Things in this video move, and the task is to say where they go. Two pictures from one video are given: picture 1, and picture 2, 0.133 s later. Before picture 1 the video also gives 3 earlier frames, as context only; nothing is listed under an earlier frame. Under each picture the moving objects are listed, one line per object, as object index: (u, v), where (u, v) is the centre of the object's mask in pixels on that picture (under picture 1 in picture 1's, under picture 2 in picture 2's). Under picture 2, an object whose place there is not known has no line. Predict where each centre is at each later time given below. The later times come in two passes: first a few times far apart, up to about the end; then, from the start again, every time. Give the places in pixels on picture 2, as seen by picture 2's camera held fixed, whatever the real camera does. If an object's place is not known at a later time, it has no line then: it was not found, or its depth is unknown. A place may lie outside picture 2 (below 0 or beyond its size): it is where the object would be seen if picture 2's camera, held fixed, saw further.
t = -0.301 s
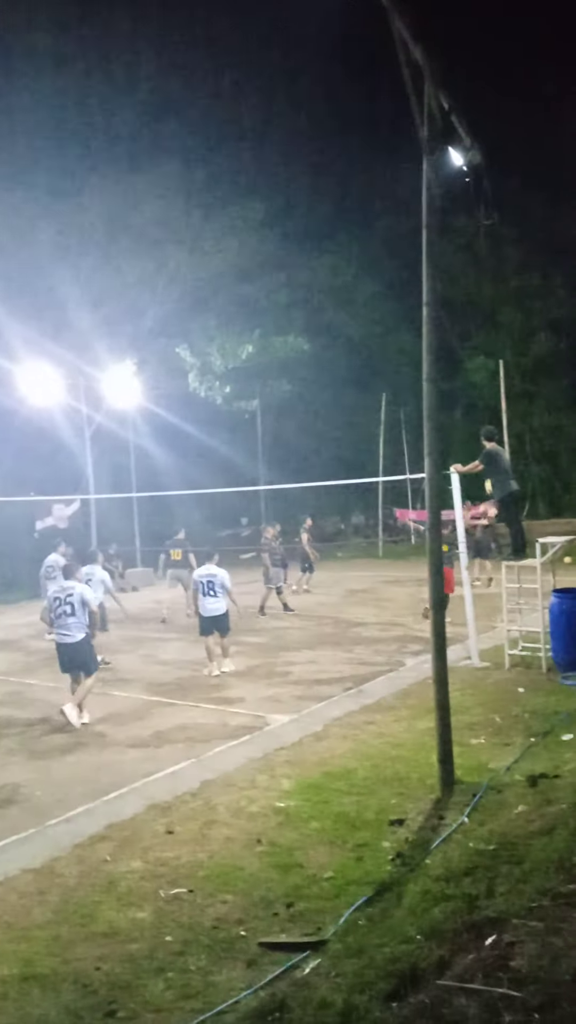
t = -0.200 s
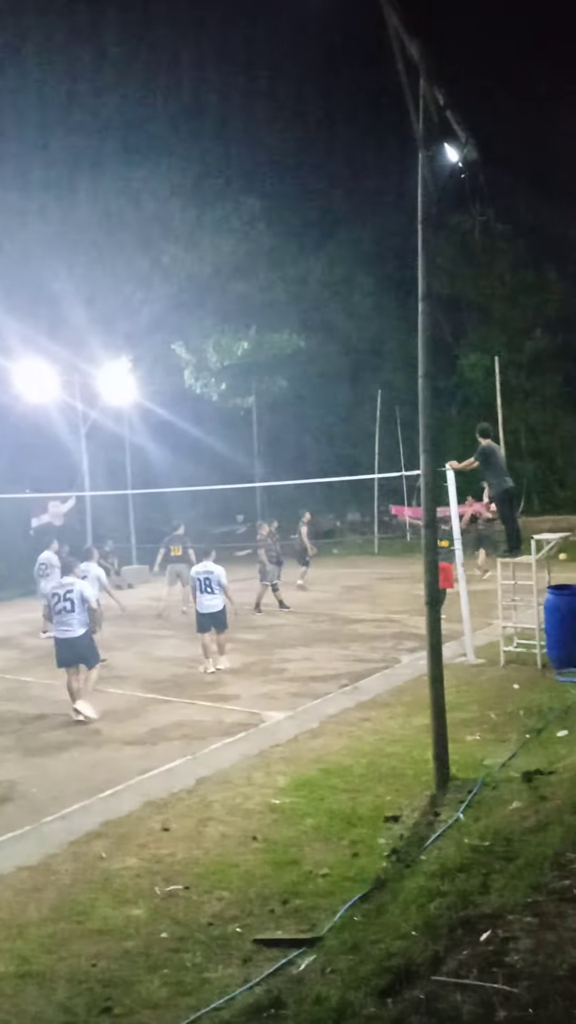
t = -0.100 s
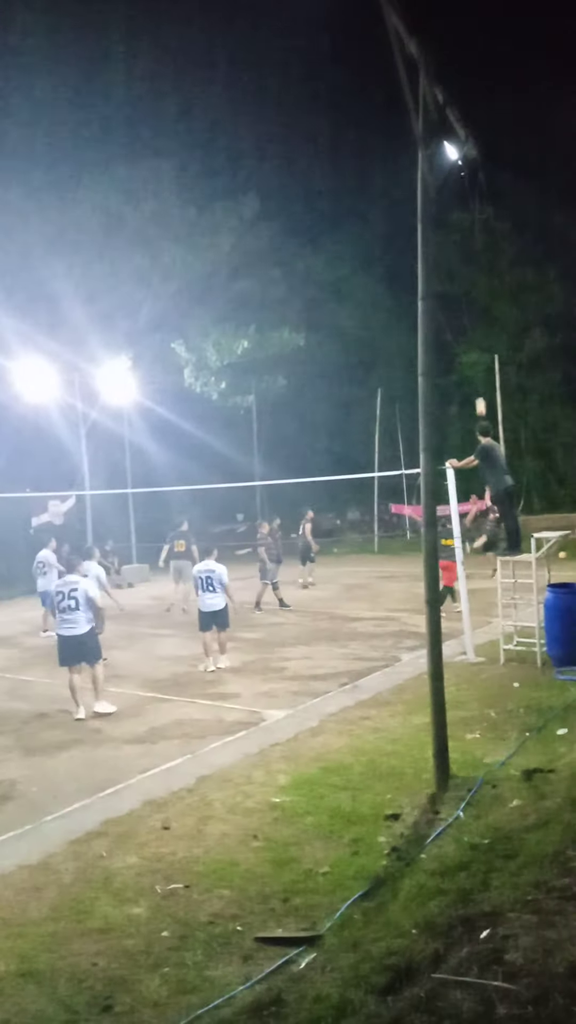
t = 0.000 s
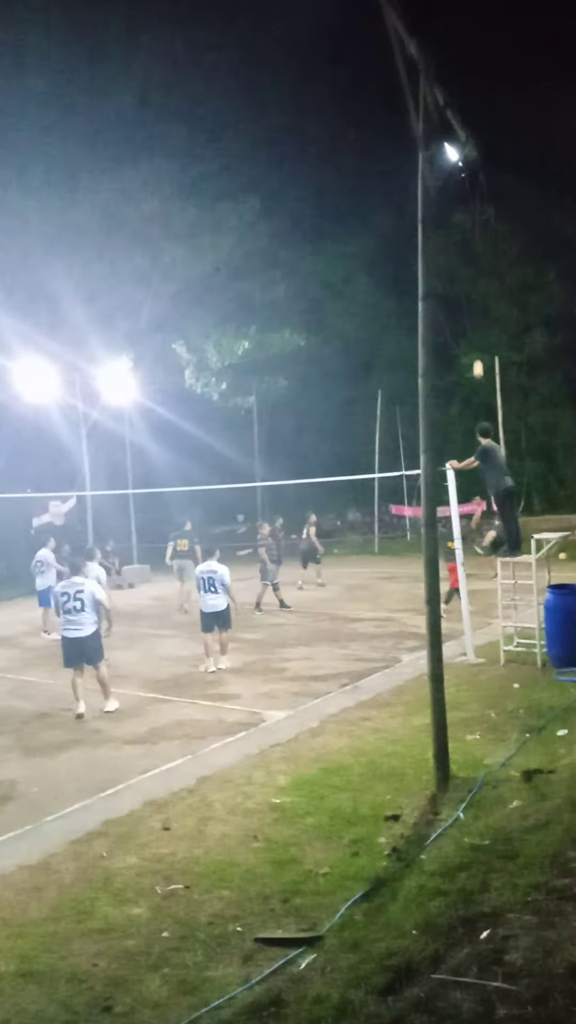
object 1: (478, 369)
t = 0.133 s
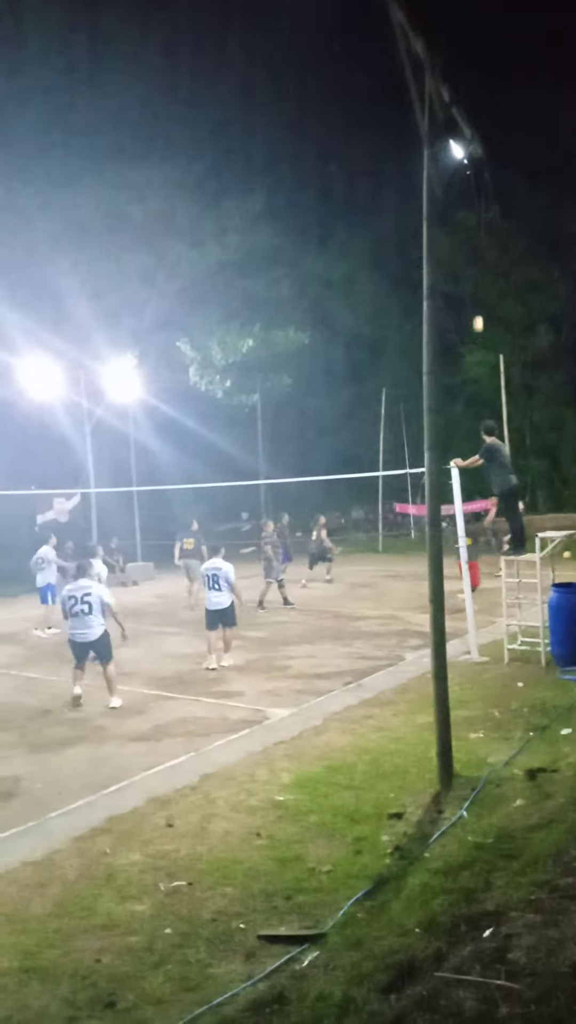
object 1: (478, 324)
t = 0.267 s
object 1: (474, 289)
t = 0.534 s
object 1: (466, 245)
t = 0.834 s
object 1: (460, 235)
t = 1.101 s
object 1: (453, 260)
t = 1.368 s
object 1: (448, 314)
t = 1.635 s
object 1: (445, 394)
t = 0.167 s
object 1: (477, 314)
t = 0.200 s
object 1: (476, 305)
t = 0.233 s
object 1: (475, 297)
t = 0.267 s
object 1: (474, 289)
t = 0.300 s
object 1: (473, 282)
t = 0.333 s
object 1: (472, 275)
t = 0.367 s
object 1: (471, 269)
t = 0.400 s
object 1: (470, 263)
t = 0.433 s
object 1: (469, 258)
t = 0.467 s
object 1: (468, 253)
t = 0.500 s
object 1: (467, 249)
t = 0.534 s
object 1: (466, 245)
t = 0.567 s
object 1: (465, 242)
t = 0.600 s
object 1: (464, 240)
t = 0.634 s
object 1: (464, 237)
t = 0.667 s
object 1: (463, 236)
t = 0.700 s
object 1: (462, 234)
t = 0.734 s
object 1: (461, 234)
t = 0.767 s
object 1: (461, 233)
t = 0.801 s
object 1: (460, 234)
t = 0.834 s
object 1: (460, 235)
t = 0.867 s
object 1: (458, 236)
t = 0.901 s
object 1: (457, 238)
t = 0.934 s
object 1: (456, 240)
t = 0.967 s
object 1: (457, 242)
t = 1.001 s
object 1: (456, 246)
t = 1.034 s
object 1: (454, 251)
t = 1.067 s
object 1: (453, 255)
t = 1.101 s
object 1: (453, 260)
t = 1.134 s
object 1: (452, 265)
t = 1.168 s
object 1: (453, 269)
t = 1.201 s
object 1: (451, 276)
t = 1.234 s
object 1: (450, 283)
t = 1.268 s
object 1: (449, 290)
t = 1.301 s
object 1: (449, 298)
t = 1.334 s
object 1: (450, 304)
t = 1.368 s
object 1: (448, 314)
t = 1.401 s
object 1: (447, 322)
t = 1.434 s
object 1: (447, 331)
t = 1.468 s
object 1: (447, 341)
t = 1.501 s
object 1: (446, 351)
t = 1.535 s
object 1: (446, 361)
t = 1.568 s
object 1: (446, 372)
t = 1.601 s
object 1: (446, 382)
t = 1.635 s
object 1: (445, 394)
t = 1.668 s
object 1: (445, 406)
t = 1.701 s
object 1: (445, 418)
